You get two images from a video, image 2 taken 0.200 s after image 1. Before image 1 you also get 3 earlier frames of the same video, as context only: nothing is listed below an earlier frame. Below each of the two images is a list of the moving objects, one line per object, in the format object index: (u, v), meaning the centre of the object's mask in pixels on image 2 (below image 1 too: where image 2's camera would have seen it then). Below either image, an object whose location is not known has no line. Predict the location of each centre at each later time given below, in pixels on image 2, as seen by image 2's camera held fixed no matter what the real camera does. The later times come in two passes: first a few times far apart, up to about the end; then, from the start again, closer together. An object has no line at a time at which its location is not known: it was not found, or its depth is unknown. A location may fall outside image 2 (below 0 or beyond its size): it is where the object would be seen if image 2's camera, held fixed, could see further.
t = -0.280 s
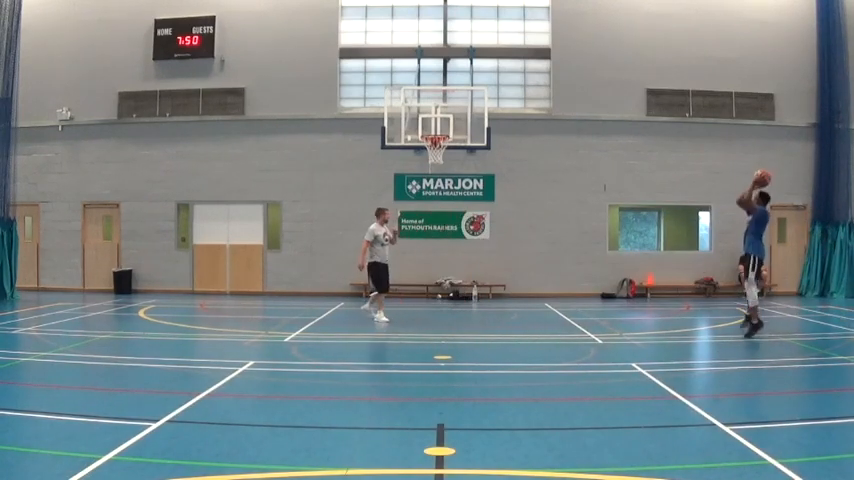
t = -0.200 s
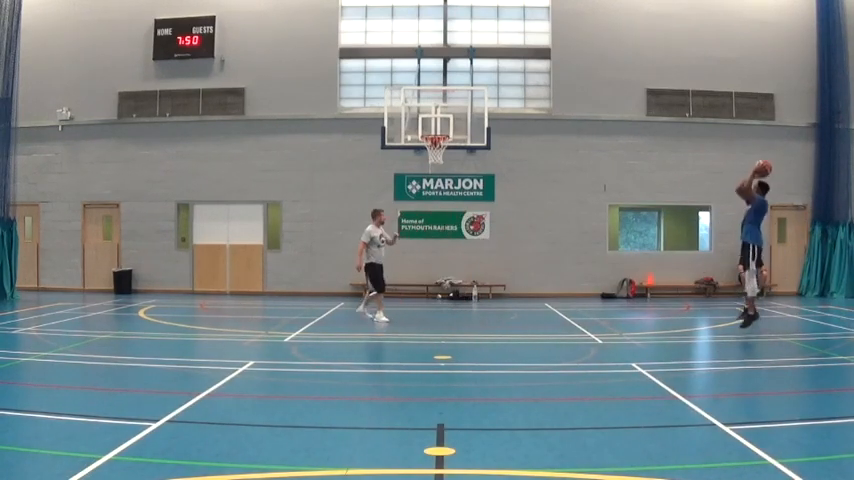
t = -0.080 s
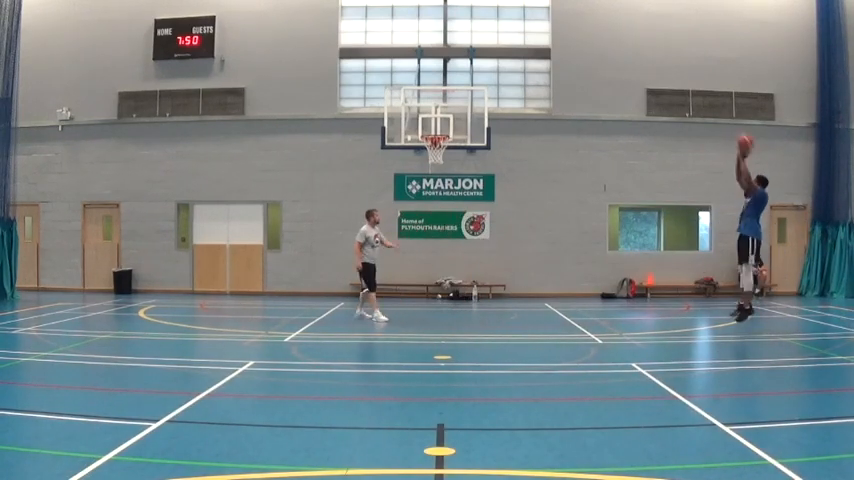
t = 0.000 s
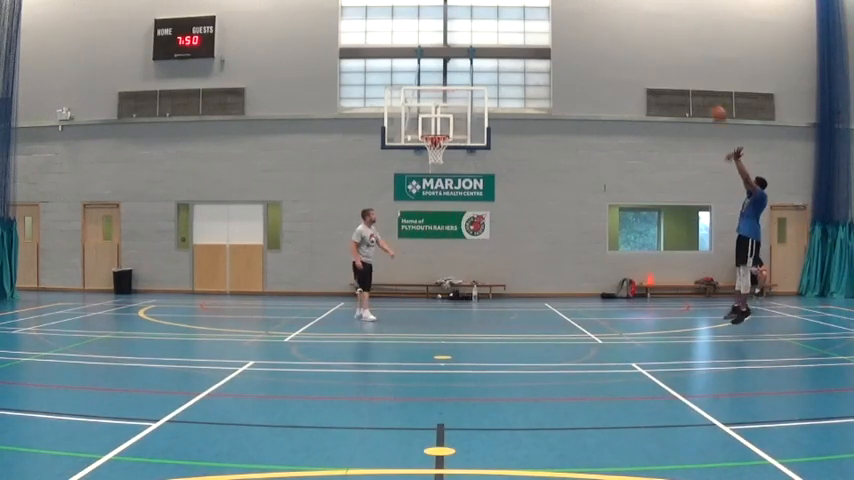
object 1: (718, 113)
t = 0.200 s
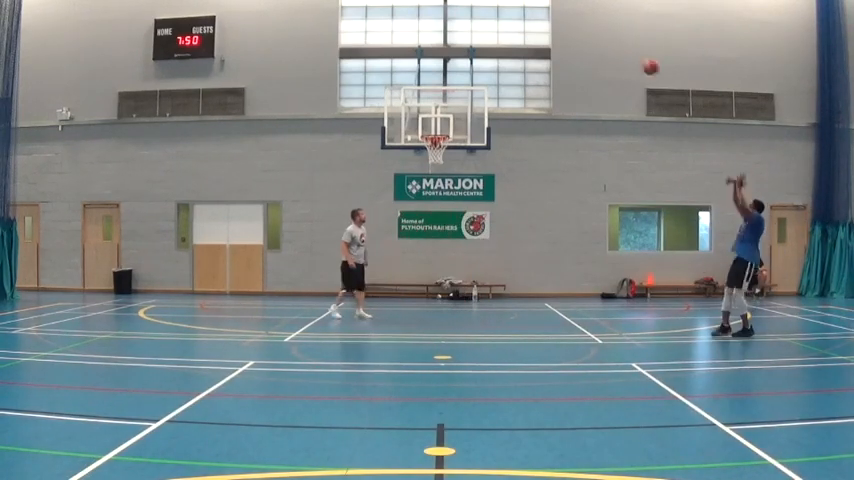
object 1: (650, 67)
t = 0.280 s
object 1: (625, 56)
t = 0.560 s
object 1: (546, 52)
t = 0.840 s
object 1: (475, 94)
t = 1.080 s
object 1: (427, 153)
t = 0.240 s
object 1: (638, 61)
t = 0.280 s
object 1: (625, 56)
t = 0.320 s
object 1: (613, 53)
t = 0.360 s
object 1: (601, 50)
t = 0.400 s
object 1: (590, 49)
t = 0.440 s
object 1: (578, 47)
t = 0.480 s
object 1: (567, 48)
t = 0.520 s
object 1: (557, 50)
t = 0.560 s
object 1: (546, 52)
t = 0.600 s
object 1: (535, 55)
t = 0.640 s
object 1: (525, 58)
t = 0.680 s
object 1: (515, 65)
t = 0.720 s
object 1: (504, 71)
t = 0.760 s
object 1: (495, 78)
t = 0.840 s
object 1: (475, 94)
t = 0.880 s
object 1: (465, 104)
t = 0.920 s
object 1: (457, 112)
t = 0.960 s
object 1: (448, 123)
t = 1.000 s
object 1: (438, 137)
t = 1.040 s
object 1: (435, 139)
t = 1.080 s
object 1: (427, 153)
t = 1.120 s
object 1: (424, 159)
